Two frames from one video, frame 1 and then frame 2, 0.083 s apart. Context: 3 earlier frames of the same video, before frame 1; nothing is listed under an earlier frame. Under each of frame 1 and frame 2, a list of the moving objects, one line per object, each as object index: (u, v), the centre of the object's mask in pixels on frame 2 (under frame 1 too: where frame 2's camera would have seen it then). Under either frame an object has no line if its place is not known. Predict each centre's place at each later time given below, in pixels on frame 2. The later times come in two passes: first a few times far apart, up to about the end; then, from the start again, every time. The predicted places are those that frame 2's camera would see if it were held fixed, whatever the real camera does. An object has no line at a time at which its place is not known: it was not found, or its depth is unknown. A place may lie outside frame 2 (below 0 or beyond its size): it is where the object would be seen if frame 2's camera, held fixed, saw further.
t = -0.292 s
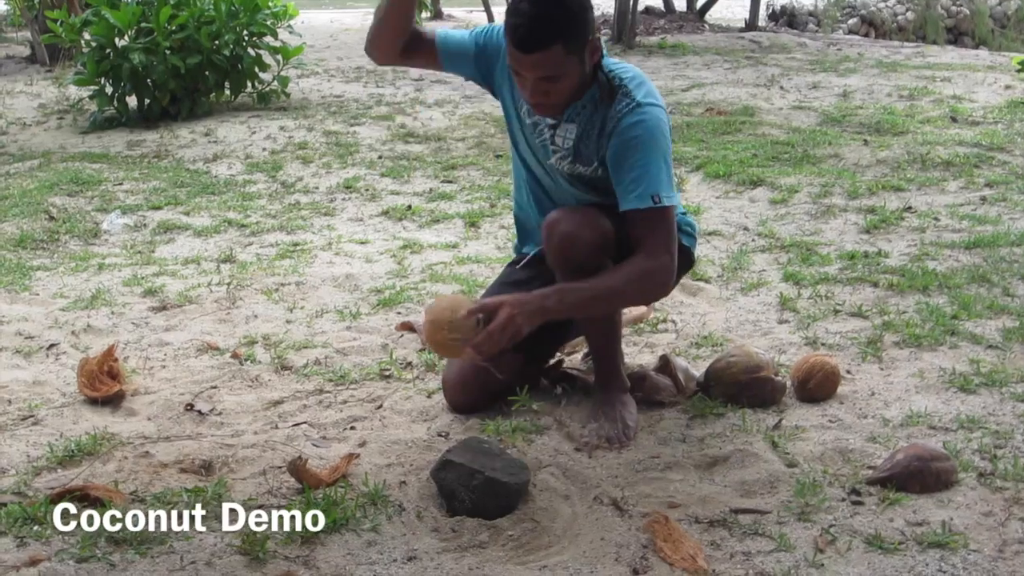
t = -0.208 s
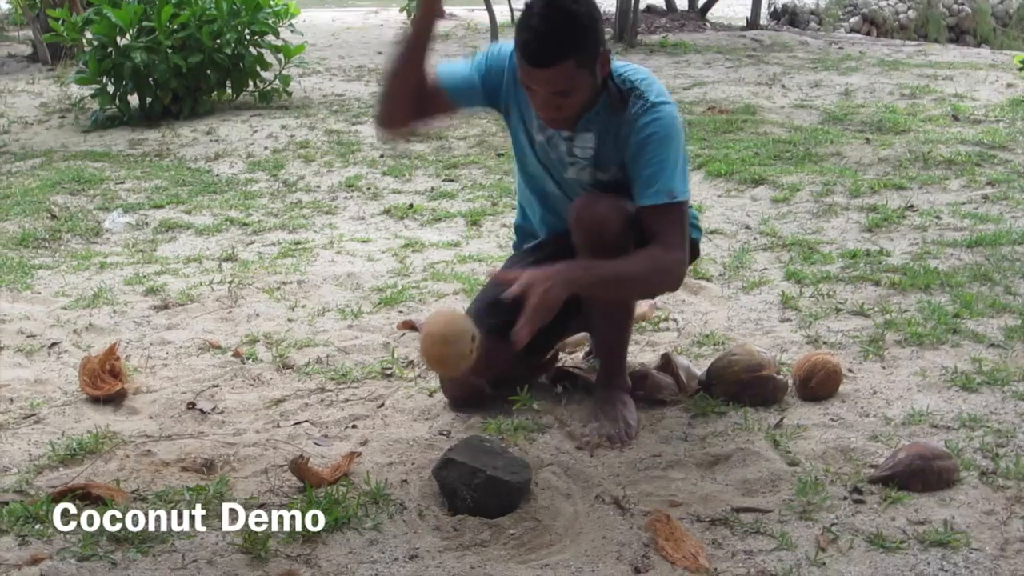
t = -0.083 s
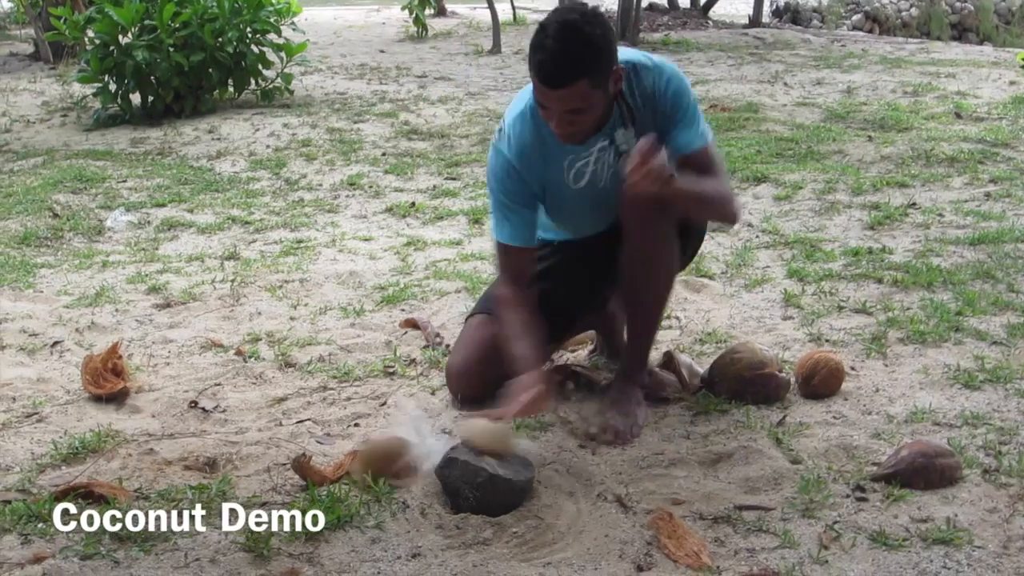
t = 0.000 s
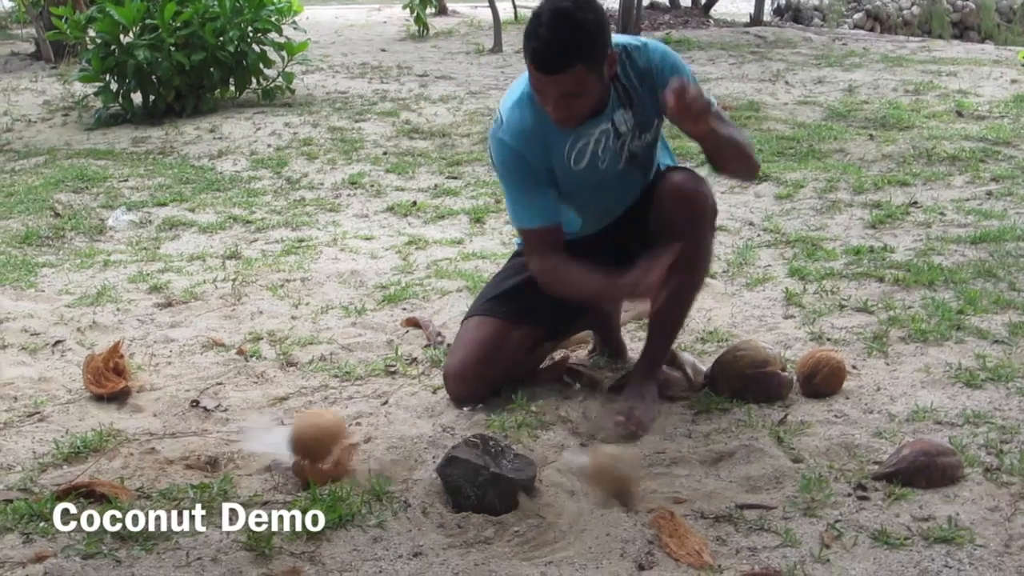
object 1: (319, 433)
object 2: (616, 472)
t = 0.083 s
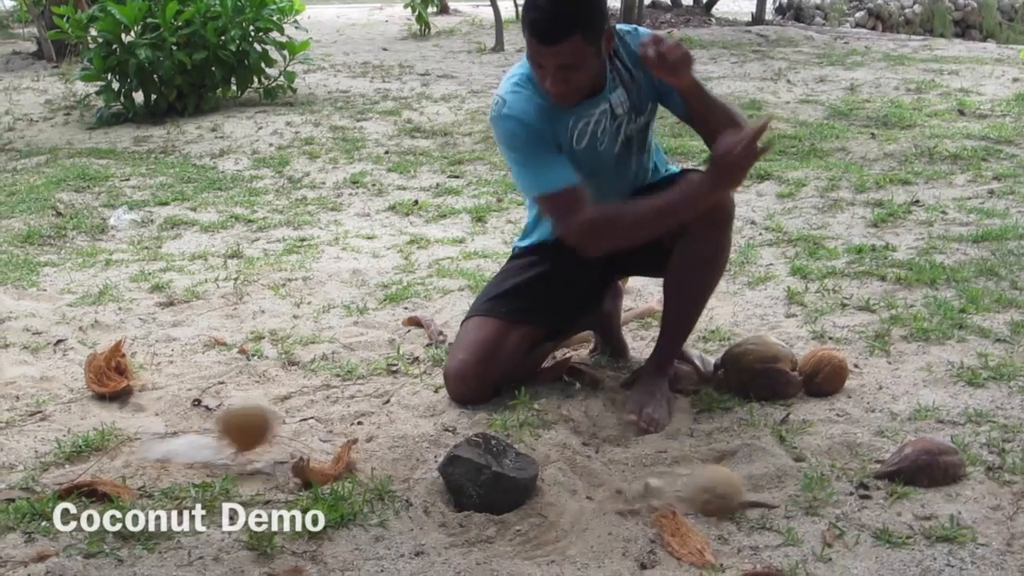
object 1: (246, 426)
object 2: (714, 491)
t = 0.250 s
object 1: (148, 432)
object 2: (848, 478)
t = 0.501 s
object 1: (113, 404)
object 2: (950, 465)
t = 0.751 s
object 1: (116, 390)
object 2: (980, 450)
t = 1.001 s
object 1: (117, 385)
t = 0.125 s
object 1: (208, 440)
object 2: (748, 489)
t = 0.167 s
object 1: (181, 450)
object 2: (784, 479)
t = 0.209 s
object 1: (160, 446)
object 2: (822, 478)
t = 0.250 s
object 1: (148, 432)
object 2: (848, 478)
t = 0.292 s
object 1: (138, 420)
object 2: (873, 481)
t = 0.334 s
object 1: (124, 421)
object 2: (894, 476)
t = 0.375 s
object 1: (116, 420)
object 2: (909, 469)
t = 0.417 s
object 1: (114, 410)
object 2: (924, 466)
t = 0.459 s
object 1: (113, 406)
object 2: (938, 467)
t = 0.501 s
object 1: (113, 404)
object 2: (950, 465)
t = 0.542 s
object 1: (114, 401)
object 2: (961, 462)
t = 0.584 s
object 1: (117, 400)
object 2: (968, 455)
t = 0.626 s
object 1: (116, 398)
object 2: (974, 453)
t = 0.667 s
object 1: (116, 395)
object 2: (979, 452)
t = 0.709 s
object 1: (116, 391)
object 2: (980, 450)
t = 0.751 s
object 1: (116, 390)
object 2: (980, 450)
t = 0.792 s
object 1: (116, 386)
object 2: (980, 450)
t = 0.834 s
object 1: (116, 384)
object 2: (979, 453)
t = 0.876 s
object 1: (116, 384)
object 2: (977, 451)
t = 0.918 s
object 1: (116, 384)
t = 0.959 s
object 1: (115, 385)
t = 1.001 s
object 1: (117, 385)
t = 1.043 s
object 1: (118, 386)
